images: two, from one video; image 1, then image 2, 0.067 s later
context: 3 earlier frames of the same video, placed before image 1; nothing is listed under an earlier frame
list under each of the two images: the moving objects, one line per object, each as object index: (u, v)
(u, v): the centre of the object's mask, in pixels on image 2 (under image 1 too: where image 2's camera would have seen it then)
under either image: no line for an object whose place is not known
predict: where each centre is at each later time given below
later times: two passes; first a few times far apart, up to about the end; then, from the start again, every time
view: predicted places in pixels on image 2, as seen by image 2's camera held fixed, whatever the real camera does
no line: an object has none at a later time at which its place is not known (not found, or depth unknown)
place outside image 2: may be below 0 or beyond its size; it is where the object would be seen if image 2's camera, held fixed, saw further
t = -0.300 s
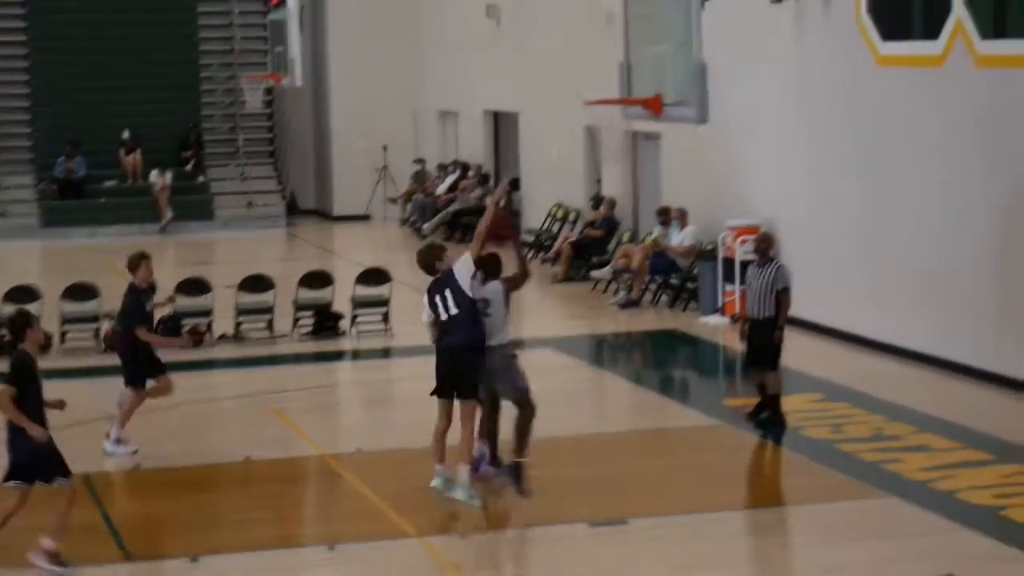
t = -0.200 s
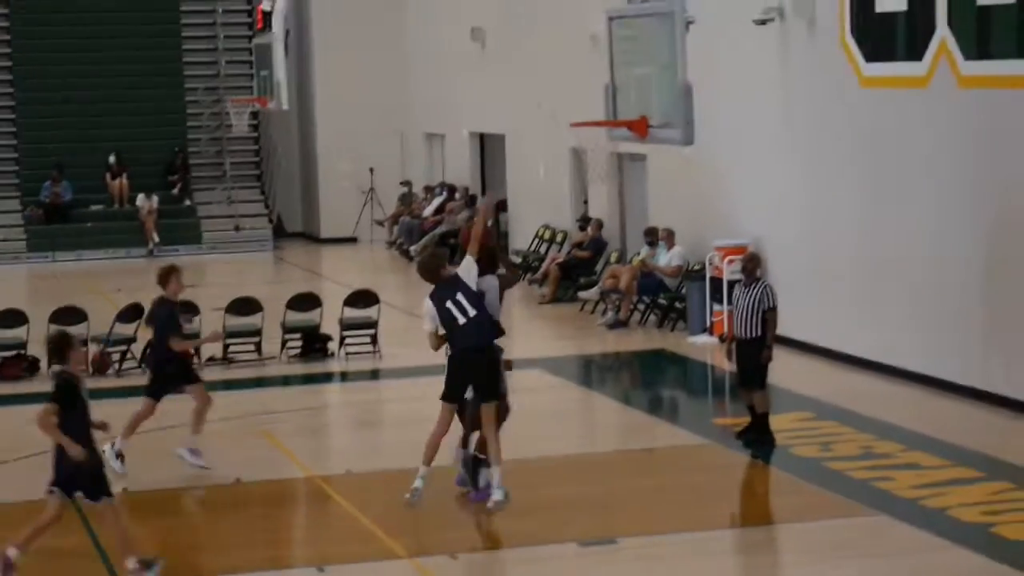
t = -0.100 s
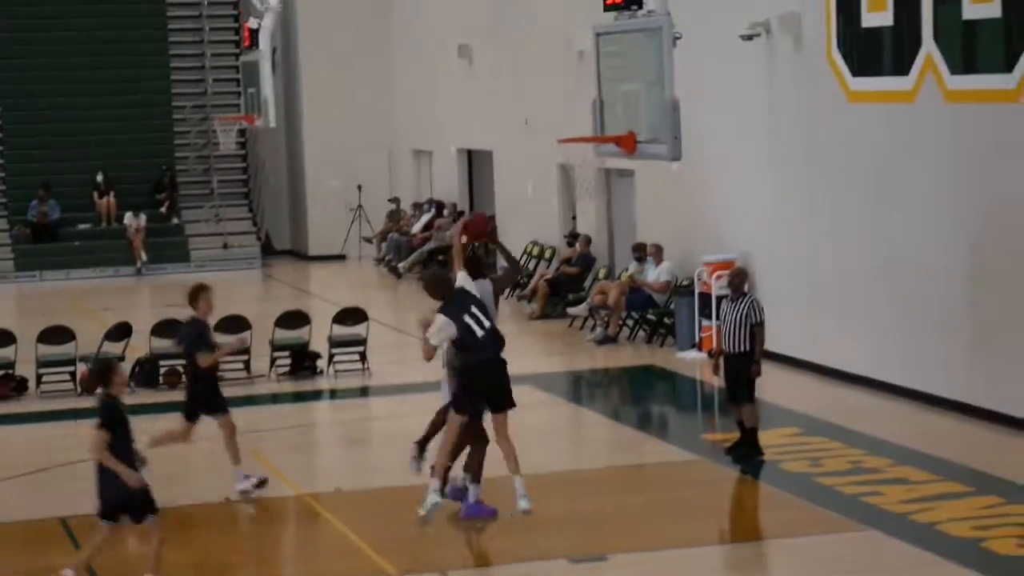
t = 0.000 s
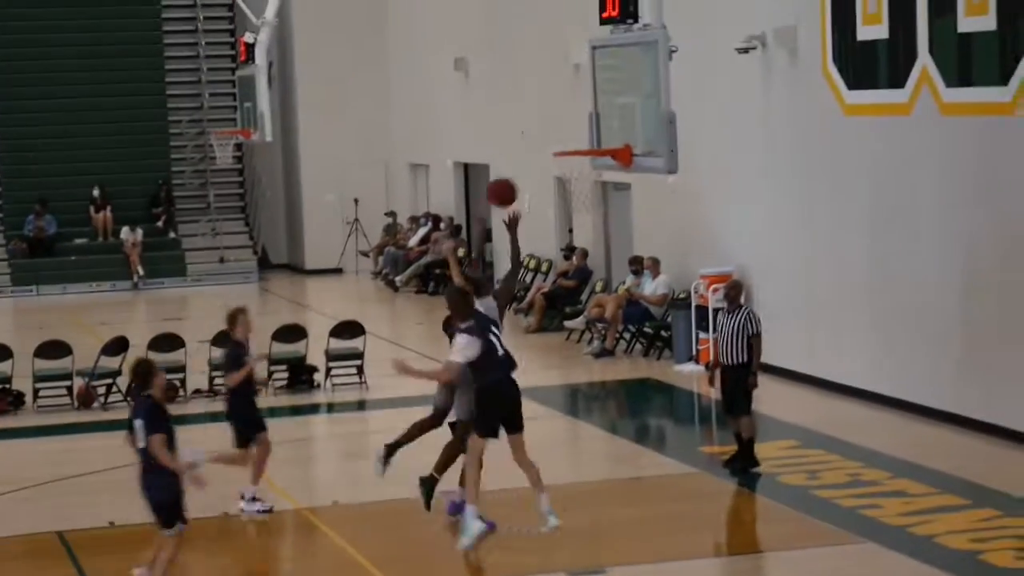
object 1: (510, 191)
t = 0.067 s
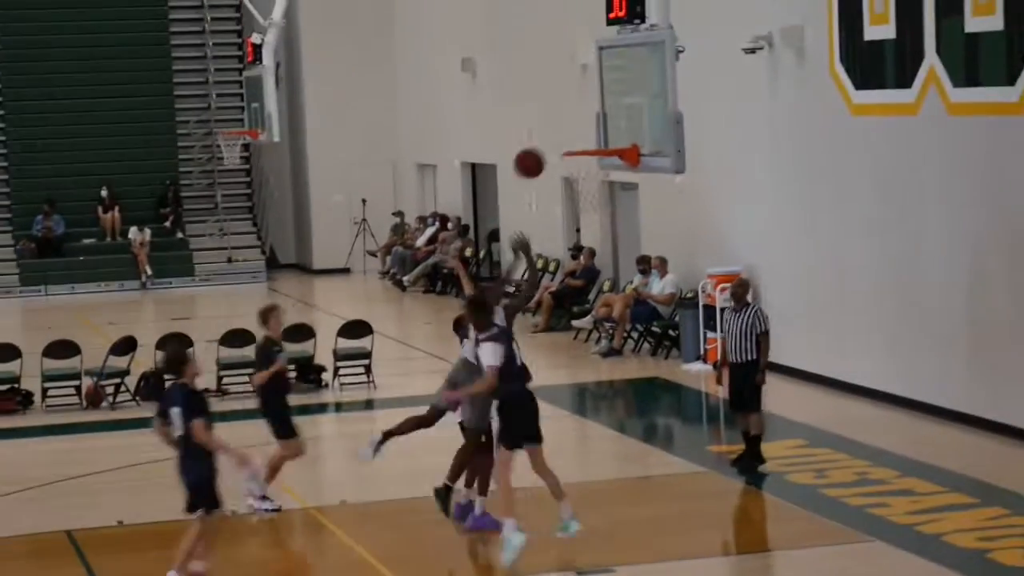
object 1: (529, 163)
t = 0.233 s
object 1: (580, 115)
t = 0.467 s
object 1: (637, 107)
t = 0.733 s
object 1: (567, 180)
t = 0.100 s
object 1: (539, 151)
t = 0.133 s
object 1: (549, 140)
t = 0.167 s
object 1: (559, 130)
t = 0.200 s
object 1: (570, 122)
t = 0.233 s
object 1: (580, 115)
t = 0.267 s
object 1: (590, 109)
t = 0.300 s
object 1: (601, 106)
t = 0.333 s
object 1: (611, 104)
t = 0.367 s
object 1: (621, 102)
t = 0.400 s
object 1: (631, 102)
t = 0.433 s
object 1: (642, 104)
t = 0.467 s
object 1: (637, 107)
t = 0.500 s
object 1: (628, 111)
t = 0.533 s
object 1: (619, 117)
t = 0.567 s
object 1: (610, 124)
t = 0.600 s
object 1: (602, 131)
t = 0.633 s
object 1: (593, 142)
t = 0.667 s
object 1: (584, 153)
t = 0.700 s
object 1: (575, 168)
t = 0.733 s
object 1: (567, 180)
